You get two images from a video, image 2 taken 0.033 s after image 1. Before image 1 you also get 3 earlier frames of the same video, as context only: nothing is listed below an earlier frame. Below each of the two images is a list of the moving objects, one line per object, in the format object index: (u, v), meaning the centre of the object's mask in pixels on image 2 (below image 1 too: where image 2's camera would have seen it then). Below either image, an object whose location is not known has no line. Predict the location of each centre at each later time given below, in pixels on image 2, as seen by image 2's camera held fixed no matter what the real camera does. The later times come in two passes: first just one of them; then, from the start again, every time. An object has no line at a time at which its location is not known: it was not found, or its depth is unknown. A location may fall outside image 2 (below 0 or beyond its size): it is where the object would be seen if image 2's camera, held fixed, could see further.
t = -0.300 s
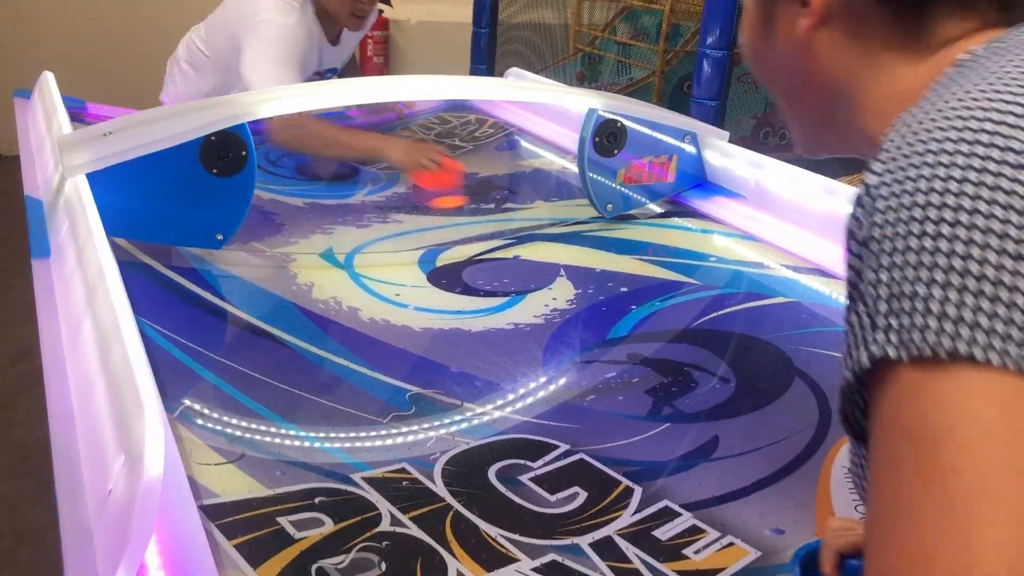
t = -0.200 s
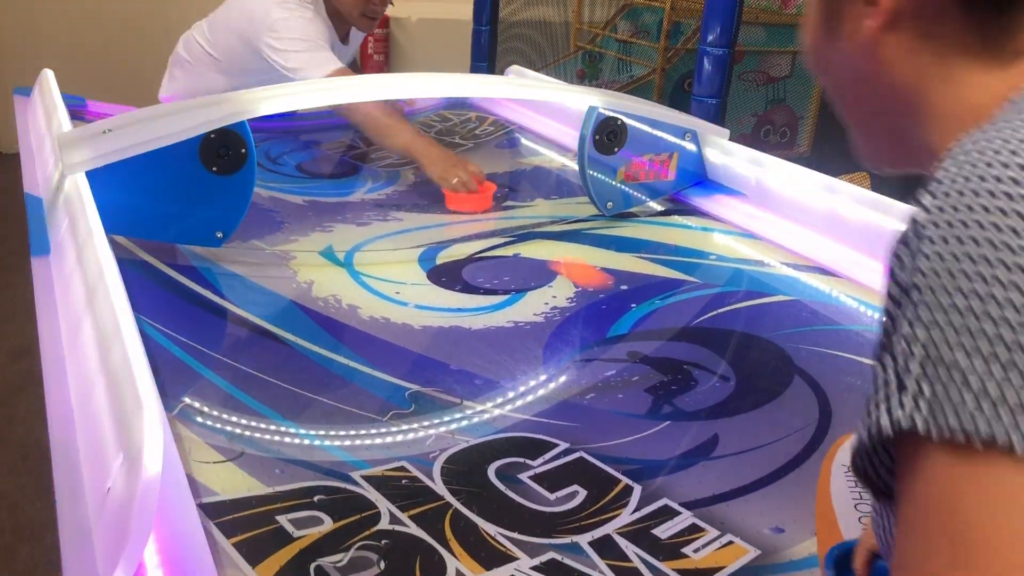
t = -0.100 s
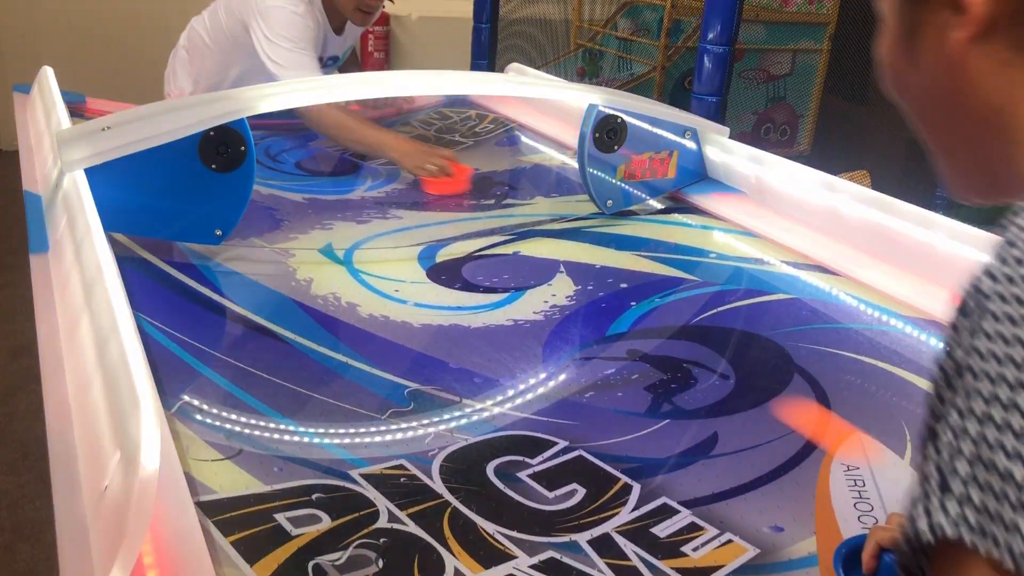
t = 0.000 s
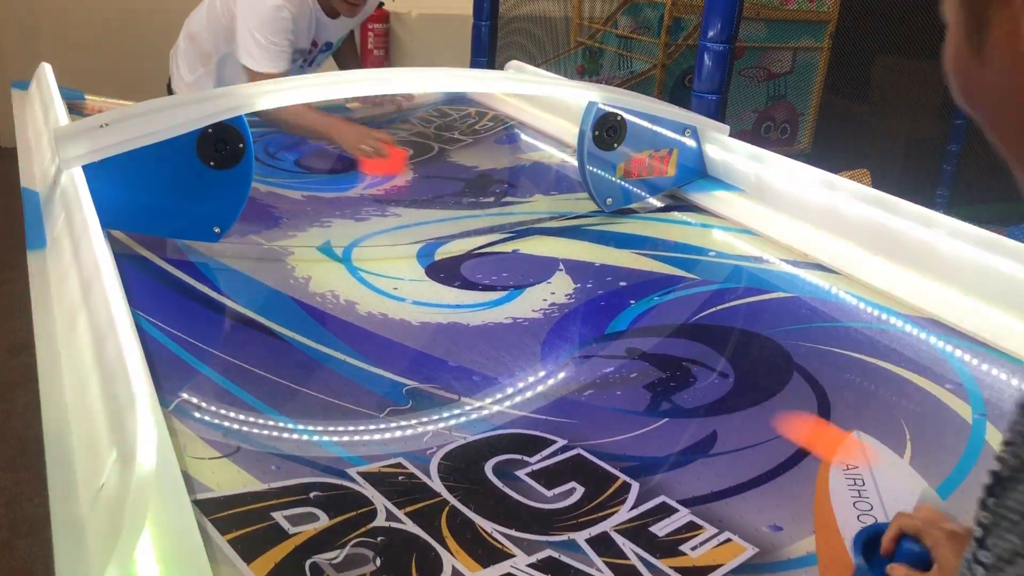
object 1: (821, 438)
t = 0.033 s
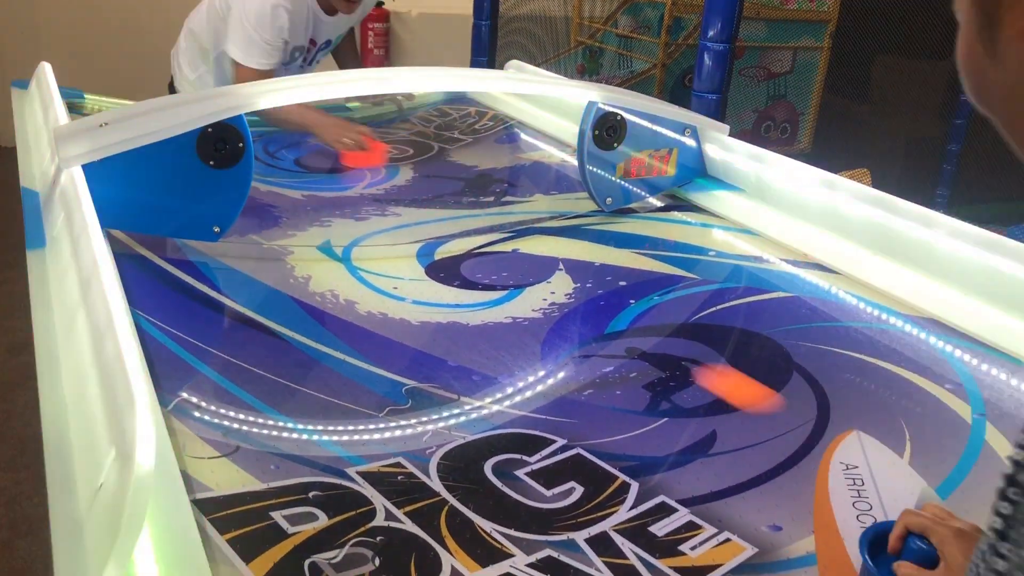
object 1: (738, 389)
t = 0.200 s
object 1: (459, 228)
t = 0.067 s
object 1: (664, 346)
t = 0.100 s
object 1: (601, 309)
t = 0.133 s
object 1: (546, 277)
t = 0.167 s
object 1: (503, 252)
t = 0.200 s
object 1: (459, 228)
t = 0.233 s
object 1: (421, 207)
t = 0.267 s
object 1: (390, 190)
